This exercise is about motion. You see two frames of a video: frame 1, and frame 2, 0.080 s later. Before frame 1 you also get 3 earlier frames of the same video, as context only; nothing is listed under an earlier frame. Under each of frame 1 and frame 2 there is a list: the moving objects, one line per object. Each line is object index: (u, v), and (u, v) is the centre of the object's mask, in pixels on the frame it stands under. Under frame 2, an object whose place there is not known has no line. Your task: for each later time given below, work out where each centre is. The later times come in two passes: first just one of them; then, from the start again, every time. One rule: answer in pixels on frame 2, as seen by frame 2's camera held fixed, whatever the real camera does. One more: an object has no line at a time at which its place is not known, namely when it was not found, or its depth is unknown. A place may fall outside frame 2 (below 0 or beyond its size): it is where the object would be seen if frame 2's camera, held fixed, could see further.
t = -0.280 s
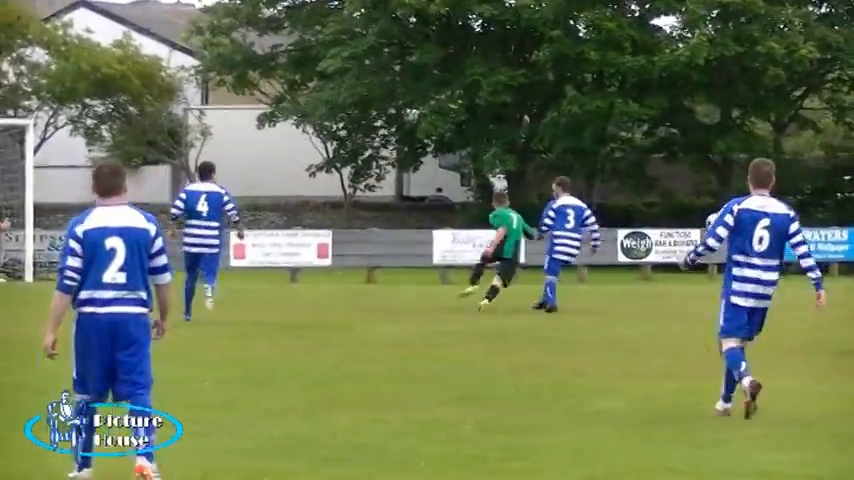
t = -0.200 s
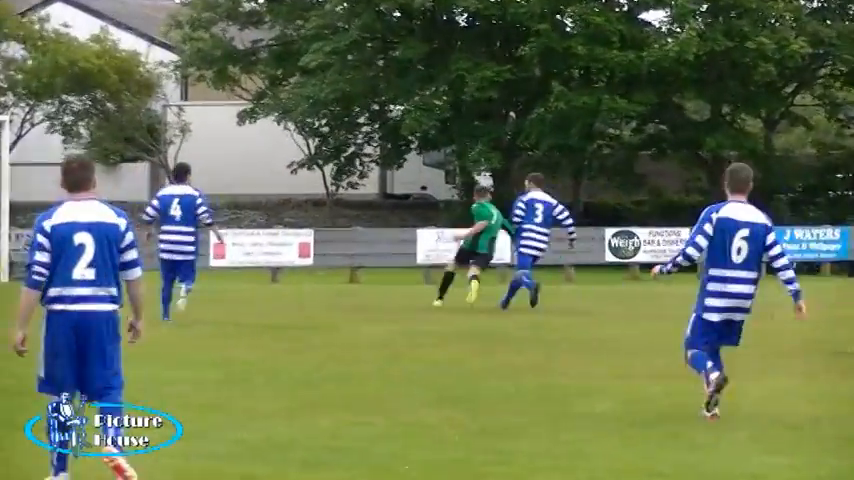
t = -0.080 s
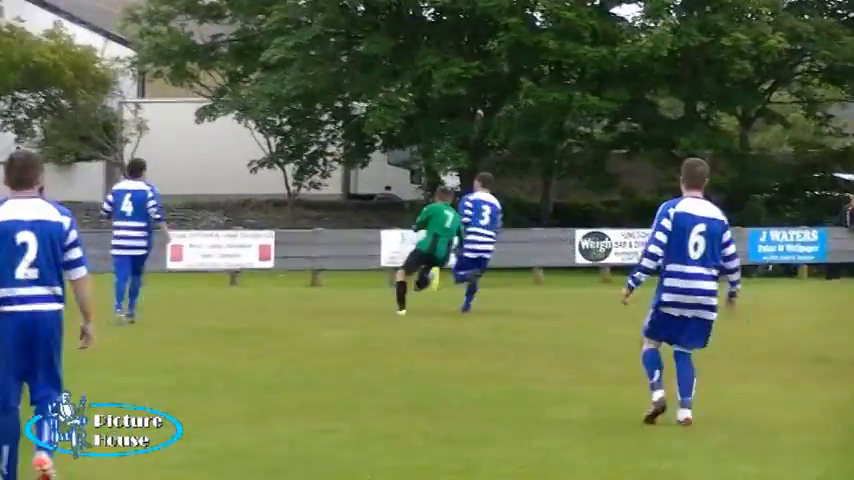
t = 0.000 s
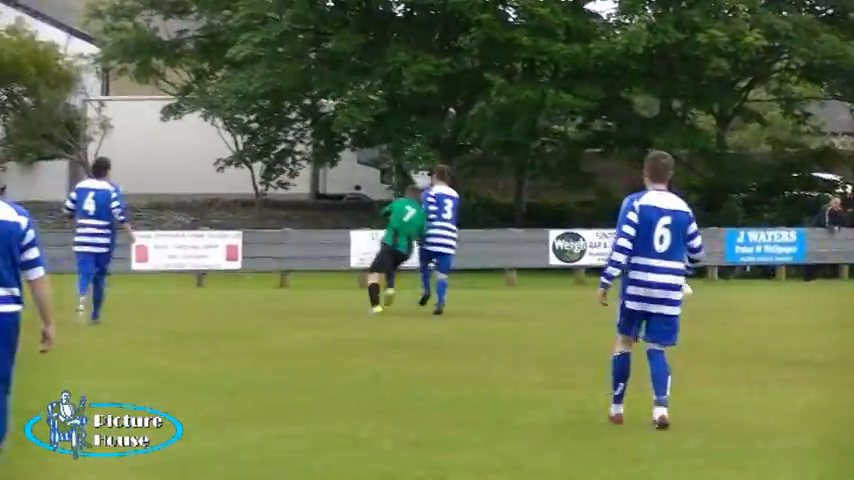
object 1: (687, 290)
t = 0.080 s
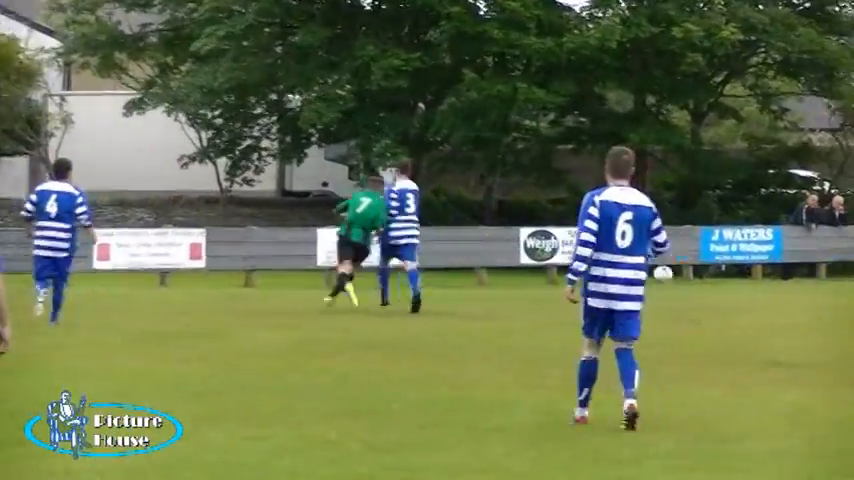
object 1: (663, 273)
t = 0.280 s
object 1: (680, 258)
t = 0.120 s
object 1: (666, 268)
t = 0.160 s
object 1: (668, 264)
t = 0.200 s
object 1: (671, 261)
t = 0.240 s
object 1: (676, 259)
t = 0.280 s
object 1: (680, 258)
